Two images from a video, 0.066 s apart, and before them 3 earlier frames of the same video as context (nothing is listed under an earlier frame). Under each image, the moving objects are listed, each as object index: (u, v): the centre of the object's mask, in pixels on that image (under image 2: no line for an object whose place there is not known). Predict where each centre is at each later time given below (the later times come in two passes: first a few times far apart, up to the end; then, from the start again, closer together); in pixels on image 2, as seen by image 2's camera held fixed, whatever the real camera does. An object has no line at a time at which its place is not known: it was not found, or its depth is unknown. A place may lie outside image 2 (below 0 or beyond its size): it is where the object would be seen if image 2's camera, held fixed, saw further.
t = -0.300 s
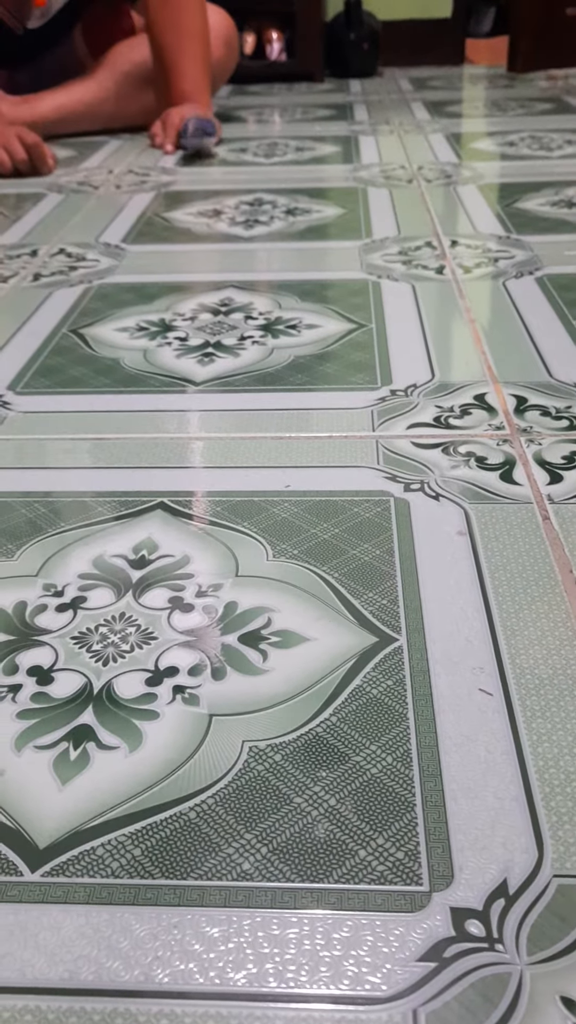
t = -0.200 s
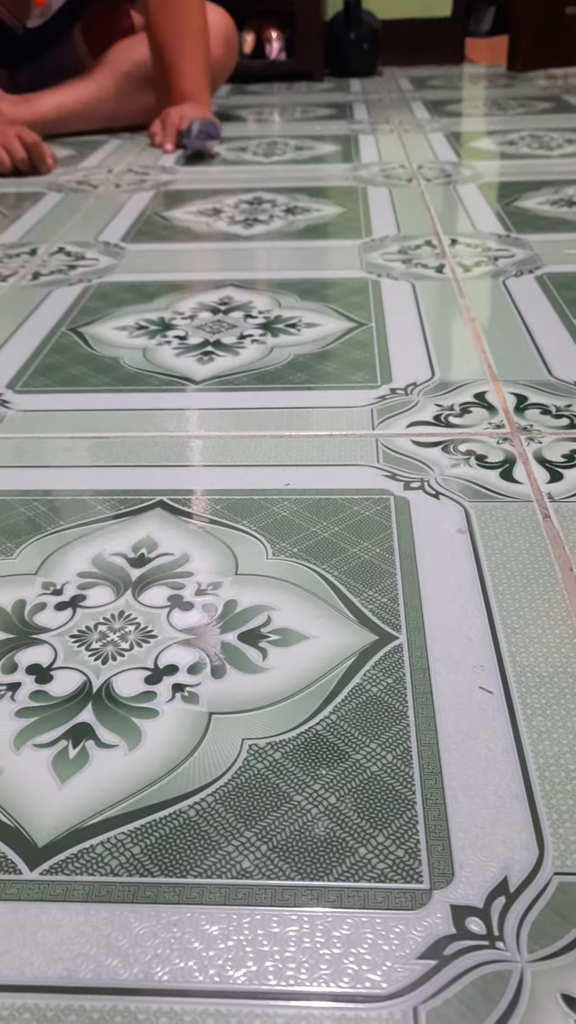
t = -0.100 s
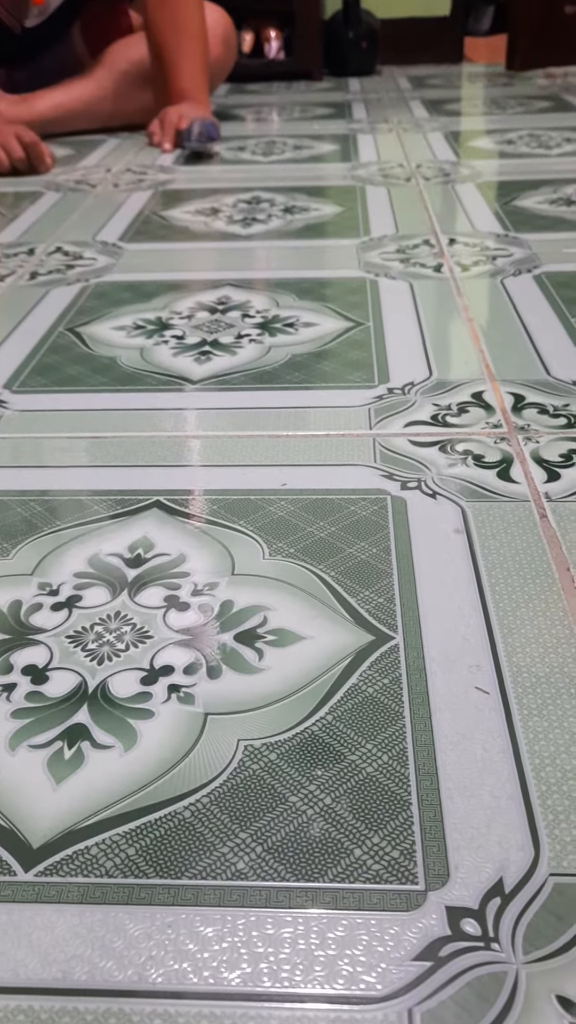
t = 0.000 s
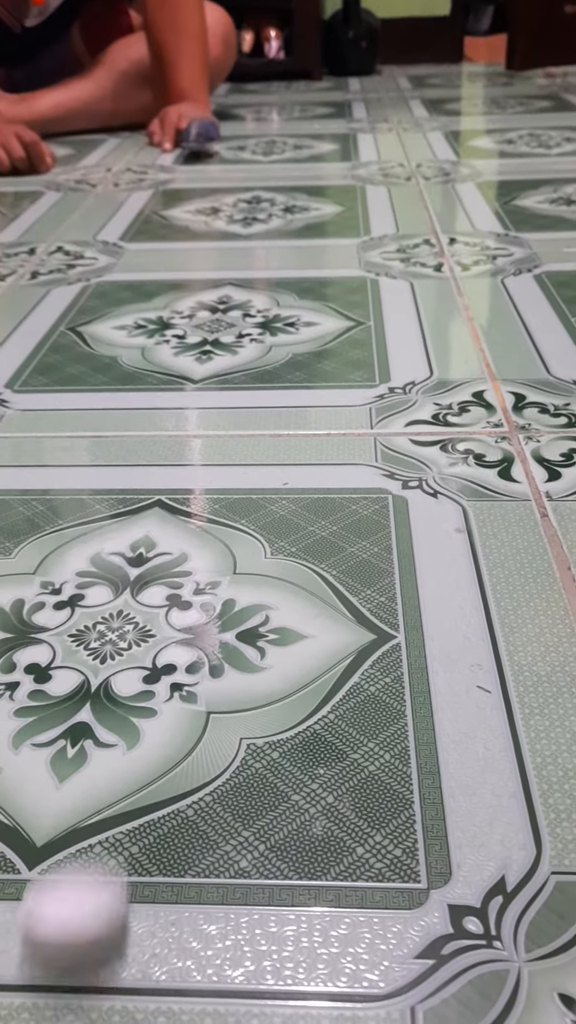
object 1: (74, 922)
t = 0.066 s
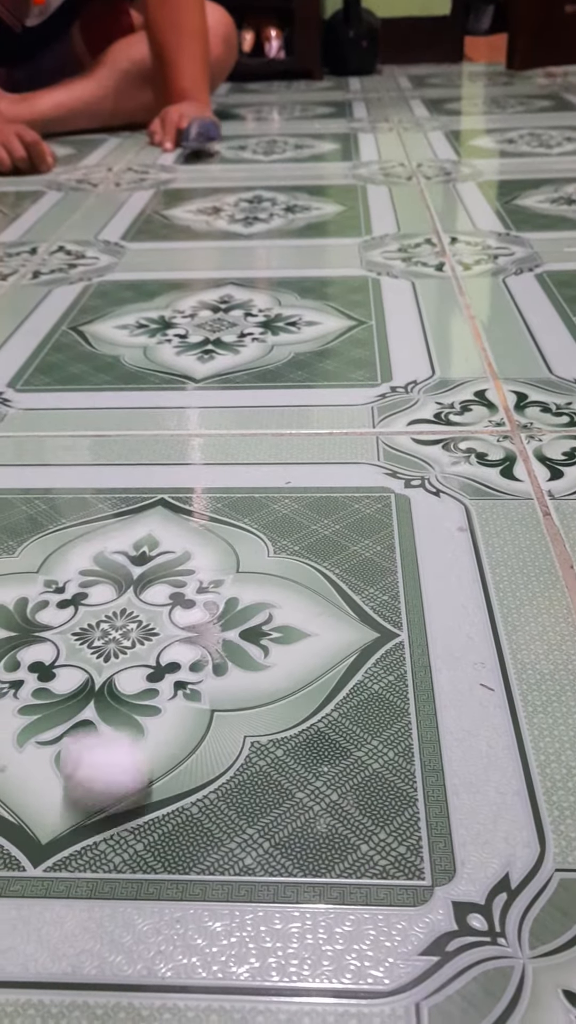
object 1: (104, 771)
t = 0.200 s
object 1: (123, 627)
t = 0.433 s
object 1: (129, 570)
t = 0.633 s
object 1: (129, 570)
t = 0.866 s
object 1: (129, 570)
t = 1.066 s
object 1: (129, 570)
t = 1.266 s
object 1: (129, 570)
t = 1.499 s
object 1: (129, 570)
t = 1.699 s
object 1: (129, 570)
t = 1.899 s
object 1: (129, 570)
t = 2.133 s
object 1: (129, 570)
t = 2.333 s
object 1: (129, 570)
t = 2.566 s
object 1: (129, 570)
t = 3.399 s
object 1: (129, 570)
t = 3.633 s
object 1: (129, 570)
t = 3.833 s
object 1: (129, 570)
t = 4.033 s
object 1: (129, 570)
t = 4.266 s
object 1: (129, 570)
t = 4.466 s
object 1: (129, 570)
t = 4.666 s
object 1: (129, 570)
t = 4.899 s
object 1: (129, 570)
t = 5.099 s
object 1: (129, 570)
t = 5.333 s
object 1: (129, 570)
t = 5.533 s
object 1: (129, 570)
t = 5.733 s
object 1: (129, 570)
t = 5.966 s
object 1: (129, 570)
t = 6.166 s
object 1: (129, 570)
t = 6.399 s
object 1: (129, 570)
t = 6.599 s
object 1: (129, 570)
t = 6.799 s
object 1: (129, 570)
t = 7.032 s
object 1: (129, 570)
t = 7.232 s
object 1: (129, 570)
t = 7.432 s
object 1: (129, 570)
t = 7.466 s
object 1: (129, 570)
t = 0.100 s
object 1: (111, 721)
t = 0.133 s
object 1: (119, 684)
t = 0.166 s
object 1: (120, 650)
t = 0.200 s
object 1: (123, 627)
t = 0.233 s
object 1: (127, 608)
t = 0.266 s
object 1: (126, 592)
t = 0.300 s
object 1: (129, 582)
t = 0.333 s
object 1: (128, 575)
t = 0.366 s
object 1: (129, 571)
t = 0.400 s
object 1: (130, 570)
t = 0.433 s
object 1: (129, 570)
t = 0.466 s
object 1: (129, 570)
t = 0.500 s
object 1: (129, 570)
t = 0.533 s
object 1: (129, 570)
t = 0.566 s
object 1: (129, 570)
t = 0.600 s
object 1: (129, 570)
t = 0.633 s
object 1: (129, 570)
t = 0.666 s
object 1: (129, 570)
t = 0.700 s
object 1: (129, 570)
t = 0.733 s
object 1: (129, 570)
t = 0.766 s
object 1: (129, 570)
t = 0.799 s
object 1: (129, 570)
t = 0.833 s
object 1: (129, 570)
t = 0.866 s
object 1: (129, 570)
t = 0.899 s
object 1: (129, 570)
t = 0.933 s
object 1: (129, 570)
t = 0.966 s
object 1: (129, 570)
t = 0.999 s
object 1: (129, 570)
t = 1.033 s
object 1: (129, 570)
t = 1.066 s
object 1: (129, 570)
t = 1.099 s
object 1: (130, 570)
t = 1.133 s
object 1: (129, 570)
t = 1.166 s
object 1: (129, 570)
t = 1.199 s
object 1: (129, 570)
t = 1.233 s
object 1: (129, 570)
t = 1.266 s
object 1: (129, 570)
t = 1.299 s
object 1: (129, 570)
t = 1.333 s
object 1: (129, 570)
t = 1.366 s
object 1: (129, 570)
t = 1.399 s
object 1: (129, 570)
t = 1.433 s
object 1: (129, 570)
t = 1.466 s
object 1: (129, 570)
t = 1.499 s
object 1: (129, 570)
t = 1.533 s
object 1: (129, 570)
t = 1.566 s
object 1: (129, 570)
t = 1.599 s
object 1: (129, 570)
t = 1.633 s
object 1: (129, 570)
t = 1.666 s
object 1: (129, 570)
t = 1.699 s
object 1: (129, 570)
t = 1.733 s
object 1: (129, 570)
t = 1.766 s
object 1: (129, 570)
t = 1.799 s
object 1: (129, 570)
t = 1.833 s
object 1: (129, 570)
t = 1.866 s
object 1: (129, 570)
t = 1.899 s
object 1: (129, 570)
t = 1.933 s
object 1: (129, 570)
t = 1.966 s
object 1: (129, 570)
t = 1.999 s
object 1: (129, 570)
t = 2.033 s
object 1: (129, 570)
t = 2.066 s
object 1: (129, 570)
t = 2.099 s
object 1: (129, 570)
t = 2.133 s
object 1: (129, 570)
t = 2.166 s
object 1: (129, 570)
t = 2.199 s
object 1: (129, 570)
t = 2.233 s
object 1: (129, 570)
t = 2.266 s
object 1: (129, 570)
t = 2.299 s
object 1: (129, 570)
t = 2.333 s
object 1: (129, 570)
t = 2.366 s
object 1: (129, 570)
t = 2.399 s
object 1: (129, 570)
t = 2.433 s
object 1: (129, 570)
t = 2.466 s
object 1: (129, 570)
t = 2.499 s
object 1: (129, 570)
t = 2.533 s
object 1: (129, 570)
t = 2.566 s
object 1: (129, 570)
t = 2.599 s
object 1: (129, 570)
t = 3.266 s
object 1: (129, 570)
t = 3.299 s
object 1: (129, 570)
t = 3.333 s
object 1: (129, 570)
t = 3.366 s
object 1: (129, 570)
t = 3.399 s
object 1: (129, 570)
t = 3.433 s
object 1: (129, 570)
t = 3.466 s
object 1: (129, 570)
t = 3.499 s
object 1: (129, 570)
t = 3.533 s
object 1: (129, 570)
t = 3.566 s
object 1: (129, 570)
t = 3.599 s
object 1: (129, 570)
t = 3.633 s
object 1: (129, 570)
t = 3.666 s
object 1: (129, 570)
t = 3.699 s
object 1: (129, 570)
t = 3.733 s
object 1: (129, 570)
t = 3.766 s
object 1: (129, 570)
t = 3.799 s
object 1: (129, 570)
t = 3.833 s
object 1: (129, 570)
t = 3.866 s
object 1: (129, 570)
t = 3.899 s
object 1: (129, 570)
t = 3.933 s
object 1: (129, 570)
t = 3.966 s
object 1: (129, 570)
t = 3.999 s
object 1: (129, 570)
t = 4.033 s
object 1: (129, 570)
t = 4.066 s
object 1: (129, 570)
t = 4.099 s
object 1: (129, 570)
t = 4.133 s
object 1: (129, 570)
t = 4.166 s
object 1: (129, 570)
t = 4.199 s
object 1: (129, 570)
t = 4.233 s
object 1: (129, 570)
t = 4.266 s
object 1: (129, 570)
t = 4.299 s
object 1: (129, 570)
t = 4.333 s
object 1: (129, 570)
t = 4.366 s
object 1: (129, 570)
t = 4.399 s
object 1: (129, 570)
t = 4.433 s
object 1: (129, 570)
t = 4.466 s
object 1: (129, 570)
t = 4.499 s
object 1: (129, 570)
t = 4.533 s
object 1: (129, 570)
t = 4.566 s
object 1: (129, 570)
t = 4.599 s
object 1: (129, 570)
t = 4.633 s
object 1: (129, 570)
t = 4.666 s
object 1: (129, 570)
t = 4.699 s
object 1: (129, 570)
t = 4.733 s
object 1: (129, 570)
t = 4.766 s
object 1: (129, 570)
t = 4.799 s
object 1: (129, 570)
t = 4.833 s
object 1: (129, 570)
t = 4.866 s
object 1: (129, 570)
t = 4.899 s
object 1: (129, 570)
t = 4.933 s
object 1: (129, 570)
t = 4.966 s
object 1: (129, 570)
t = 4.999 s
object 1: (129, 570)
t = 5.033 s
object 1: (129, 570)
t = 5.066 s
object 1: (129, 570)
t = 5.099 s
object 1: (129, 570)
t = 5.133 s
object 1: (129, 570)
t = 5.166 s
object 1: (129, 570)
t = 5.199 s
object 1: (129, 570)
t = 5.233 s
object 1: (129, 570)
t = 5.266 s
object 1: (129, 570)
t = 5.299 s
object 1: (129, 570)
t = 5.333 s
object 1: (129, 570)
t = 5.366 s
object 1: (129, 570)
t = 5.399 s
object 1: (129, 570)
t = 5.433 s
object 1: (129, 570)
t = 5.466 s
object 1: (129, 570)
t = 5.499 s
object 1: (129, 570)
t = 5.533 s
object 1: (129, 570)
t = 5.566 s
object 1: (129, 570)
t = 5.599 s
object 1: (129, 570)
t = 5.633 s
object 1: (129, 570)
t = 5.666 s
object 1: (129, 570)
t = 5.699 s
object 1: (129, 570)
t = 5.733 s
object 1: (129, 570)
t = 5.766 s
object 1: (129, 570)
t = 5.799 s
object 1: (129, 570)
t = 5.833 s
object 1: (129, 570)
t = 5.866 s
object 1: (129, 570)
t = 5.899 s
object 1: (129, 570)
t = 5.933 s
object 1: (129, 570)
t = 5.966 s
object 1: (129, 570)
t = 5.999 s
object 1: (129, 570)
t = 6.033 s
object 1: (129, 570)
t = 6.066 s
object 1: (129, 570)
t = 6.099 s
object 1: (129, 570)
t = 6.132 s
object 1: (129, 570)
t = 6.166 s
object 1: (129, 570)
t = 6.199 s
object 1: (129, 570)
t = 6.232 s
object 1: (129, 570)
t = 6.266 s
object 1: (129, 570)
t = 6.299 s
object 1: (129, 570)
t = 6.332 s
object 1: (129, 570)
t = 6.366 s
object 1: (129, 570)
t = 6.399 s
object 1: (129, 570)
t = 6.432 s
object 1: (129, 570)
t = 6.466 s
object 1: (129, 570)
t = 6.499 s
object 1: (129, 570)
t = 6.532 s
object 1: (129, 570)
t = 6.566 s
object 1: (129, 570)
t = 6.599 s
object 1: (129, 570)
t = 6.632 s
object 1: (129, 570)
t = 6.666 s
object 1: (129, 570)
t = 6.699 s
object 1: (129, 570)
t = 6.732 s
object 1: (129, 570)
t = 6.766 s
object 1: (129, 570)
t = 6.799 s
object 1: (129, 570)
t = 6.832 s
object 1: (130, 570)
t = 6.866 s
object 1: (129, 570)
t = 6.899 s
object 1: (129, 570)
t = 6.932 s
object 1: (129, 570)
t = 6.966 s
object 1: (129, 570)
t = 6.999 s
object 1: (129, 570)
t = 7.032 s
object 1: (129, 570)
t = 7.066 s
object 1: (129, 570)
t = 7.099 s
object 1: (129, 571)
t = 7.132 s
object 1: (129, 570)
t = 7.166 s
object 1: (129, 570)
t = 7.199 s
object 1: (129, 570)
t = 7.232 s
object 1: (129, 570)
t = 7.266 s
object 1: (129, 570)
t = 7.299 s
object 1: (129, 570)
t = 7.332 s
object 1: (129, 570)
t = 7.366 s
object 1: (129, 570)
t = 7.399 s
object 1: (129, 570)
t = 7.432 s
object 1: (129, 570)
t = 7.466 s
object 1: (129, 570)
